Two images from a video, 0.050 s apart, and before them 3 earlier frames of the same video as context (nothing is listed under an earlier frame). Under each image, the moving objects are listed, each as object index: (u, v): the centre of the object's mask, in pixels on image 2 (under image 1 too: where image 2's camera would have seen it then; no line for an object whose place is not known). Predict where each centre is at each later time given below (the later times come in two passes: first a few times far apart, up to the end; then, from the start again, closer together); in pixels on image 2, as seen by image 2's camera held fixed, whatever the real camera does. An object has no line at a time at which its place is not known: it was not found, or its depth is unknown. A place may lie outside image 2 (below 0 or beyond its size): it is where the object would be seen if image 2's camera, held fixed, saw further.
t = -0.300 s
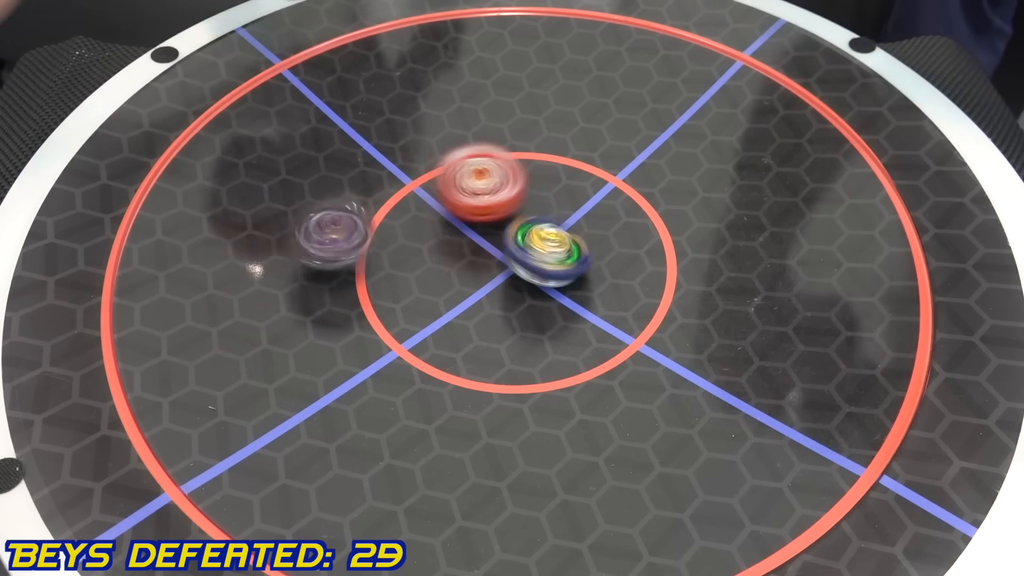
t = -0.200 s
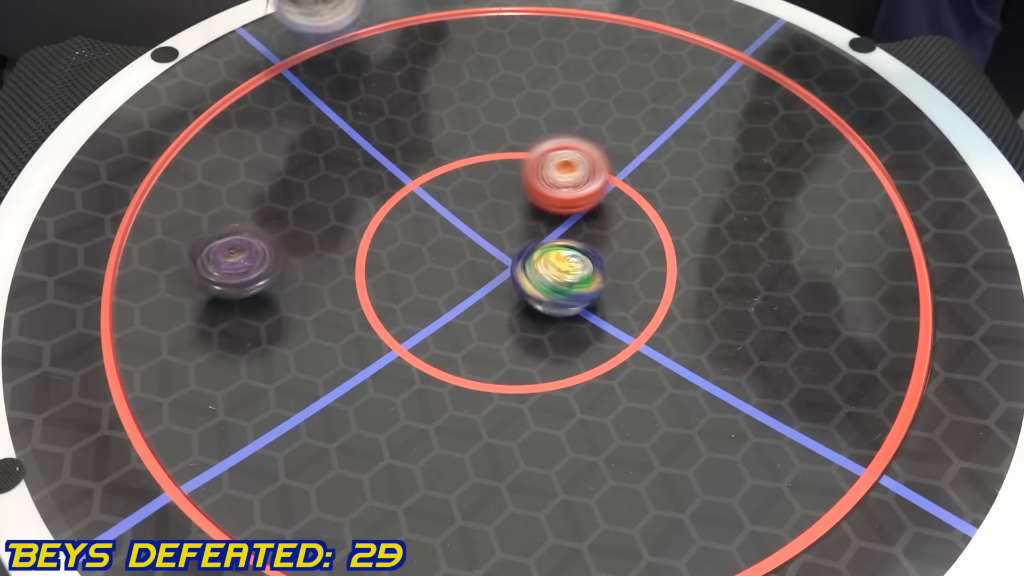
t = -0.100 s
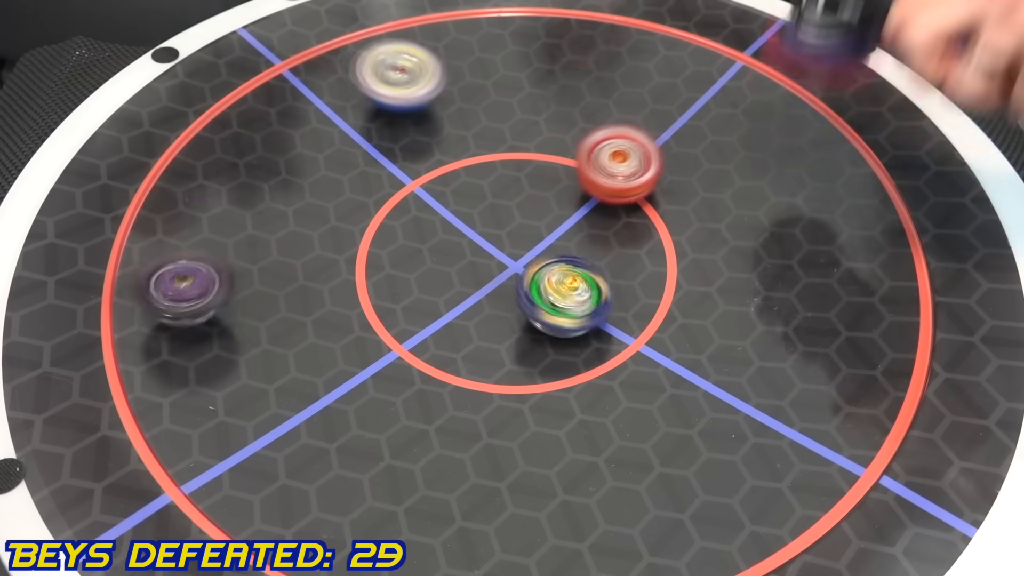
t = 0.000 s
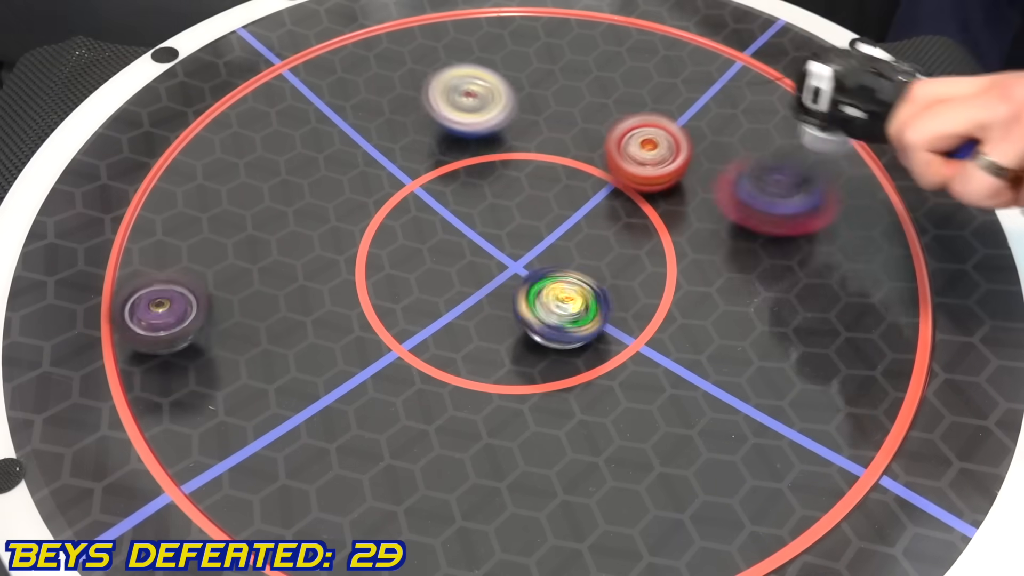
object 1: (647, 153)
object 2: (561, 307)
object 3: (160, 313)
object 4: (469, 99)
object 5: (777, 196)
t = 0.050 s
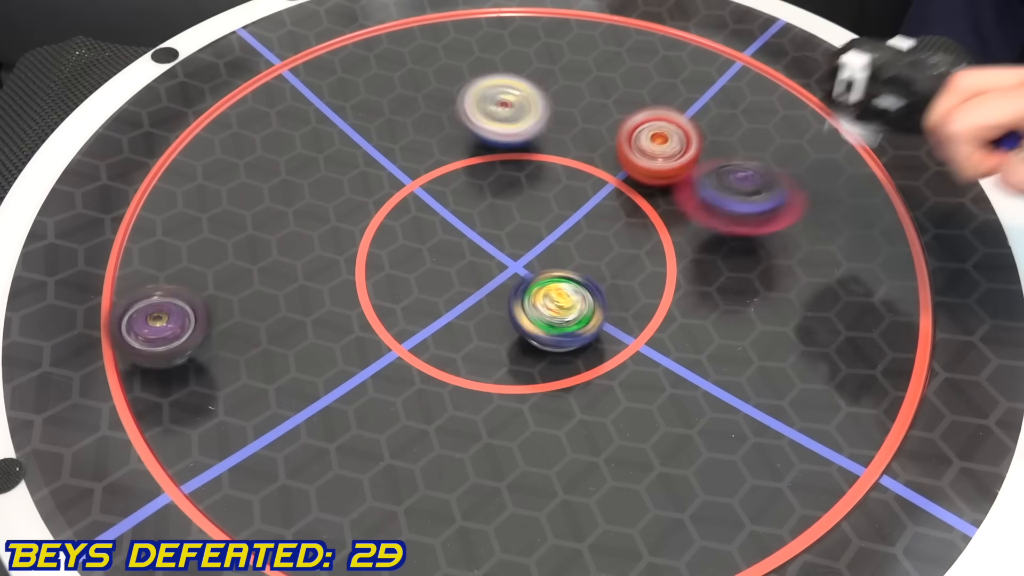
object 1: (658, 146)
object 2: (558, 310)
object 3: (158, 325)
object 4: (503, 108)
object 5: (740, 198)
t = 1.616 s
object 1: (739, 157)
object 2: (532, 208)
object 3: (541, 348)
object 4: (622, 282)
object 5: (438, 310)
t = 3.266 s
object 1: (452, 229)
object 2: (568, 245)
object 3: (500, 300)
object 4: (580, 383)
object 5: (558, 120)
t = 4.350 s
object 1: (401, 96)
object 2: (574, 314)
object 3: (401, 212)
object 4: (450, 299)
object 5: (562, 237)
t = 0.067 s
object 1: (661, 144)
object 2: (557, 311)
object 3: (159, 329)
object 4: (514, 111)
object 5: (725, 204)
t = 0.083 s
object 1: (663, 142)
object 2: (557, 312)
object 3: (160, 334)
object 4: (525, 113)
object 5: (713, 212)
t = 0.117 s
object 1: (667, 138)
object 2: (556, 312)
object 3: (165, 341)
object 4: (547, 117)
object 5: (677, 232)
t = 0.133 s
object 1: (669, 137)
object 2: (556, 313)
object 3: (171, 345)
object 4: (556, 118)
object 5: (659, 234)
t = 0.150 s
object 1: (670, 135)
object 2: (556, 312)
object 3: (173, 349)
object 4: (567, 119)
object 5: (641, 237)
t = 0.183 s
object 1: (674, 131)
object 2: (553, 312)
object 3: (186, 354)
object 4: (583, 120)
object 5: (601, 241)
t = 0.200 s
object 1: (684, 132)
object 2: (545, 315)
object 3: (195, 358)
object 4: (584, 117)
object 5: (588, 241)
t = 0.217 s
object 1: (696, 133)
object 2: (530, 315)
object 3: (203, 359)
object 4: (583, 114)
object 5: (578, 239)
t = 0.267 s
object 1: (728, 134)
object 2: (489, 314)
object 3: (229, 362)
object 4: (580, 103)
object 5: (549, 233)
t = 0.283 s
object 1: (736, 133)
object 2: (478, 312)
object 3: (240, 362)
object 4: (579, 99)
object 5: (537, 229)
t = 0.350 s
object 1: (764, 129)
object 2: (431, 299)
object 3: (288, 361)
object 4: (575, 84)
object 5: (480, 222)
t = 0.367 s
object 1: (769, 128)
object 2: (424, 296)
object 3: (299, 359)
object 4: (574, 80)
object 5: (464, 220)
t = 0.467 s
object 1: (797, 121)
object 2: (344, 280)
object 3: (364, 347)
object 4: (562, 58)
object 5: (394, 207)
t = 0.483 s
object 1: (800, 119)
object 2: (329, 281)
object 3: (373, 343)
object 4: (559, 55)
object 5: (385, 206)
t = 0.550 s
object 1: (812, 116)
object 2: (285, 278)
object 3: (413, 337)
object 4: (542, 46)
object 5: (345, 207)
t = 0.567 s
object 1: (815, 115)
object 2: (275, 278)
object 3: (422, 335)
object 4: (539, 45)
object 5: (333, 207)
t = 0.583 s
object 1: (816, 115)
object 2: (260, 276)
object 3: (433, 334)
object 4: (534, 43)
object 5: (328, 209)
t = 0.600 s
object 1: (817, 114)
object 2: (248, 275)
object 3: (440, 332)
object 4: (530, 43)
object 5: (324, 211)
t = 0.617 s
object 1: (817, 114)
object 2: (233, 274)
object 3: (449, 329)
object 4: (526, 42)
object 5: (320, 214)
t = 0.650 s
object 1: (816, 114)
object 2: (209, 269)
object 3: (468, 324)
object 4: (517, 42)
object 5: (313, 219)
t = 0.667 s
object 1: (814, 114)
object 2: (197, 267)
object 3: (479, 323)
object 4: (514, 43)
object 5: (309, 222)
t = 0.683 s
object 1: (812, 114)
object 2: (187, 263)
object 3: (485, 319)
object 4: (510, 43)
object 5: (305, 225)
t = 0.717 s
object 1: (807, 115)
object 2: (170, 255)
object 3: (502, 314)
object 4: (505, 46)
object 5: (297, 231)
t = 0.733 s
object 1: (804, 116)
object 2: (163, 251)
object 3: (510, 312)
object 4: (504, 48)
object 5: (293, 234)
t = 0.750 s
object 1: (801, 116)
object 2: (158, 248)
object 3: (519, 309)
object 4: (503, 51)
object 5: (289, 237)
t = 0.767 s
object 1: (797, 117)
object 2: (152, 244)
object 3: (527, 305)
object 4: (502, 54)
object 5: (286, 240)
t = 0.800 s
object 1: (789, 118)
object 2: (144, 236)
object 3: (540, 300)
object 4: (501, 61)
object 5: (280, 246)
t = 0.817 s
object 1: (785, 119)
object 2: (142, 231)
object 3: (547, 298)
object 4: (502, 65)
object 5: (277, 249)
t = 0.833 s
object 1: (781, 121)
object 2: (140, 227)
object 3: (555, 295)
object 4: (503, 69)
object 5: (274, 252)
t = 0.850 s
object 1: (776, 122)
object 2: (139, 224)
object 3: (561, 292)
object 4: (504, 74)
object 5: (272, 255)
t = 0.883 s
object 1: (768, 124)
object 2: (139, 217)
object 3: (575, 287)
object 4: (507, 84)
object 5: (269, 261)
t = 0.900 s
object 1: (764, 126)
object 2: (141, 213)
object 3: (581, 285)
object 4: (508, 89)
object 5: (268, 264)
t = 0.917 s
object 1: (760, 127)
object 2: (144, 210)
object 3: (586, 282)
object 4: (510, 94)
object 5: (266, 268)
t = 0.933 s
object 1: (756, 129)
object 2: (148, 206)
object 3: (590, 280)
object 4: (513, 99)
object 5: (265, 270)
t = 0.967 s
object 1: (747, 132)
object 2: (156, 199)
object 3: (601, 274)
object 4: (519, 109)
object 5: (264, 276)
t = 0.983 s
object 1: (744, 134)
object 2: (160, 195)
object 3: (606, 272)
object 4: (522, 114)
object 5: (264, 279)
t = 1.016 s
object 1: (737, 139)
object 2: (170, 188)
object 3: (616, 268)
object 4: (528, 125)
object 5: (265, 285)
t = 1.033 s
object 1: (733, 142)
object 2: (175, 185)
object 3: (619, 266)
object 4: (532, 130)
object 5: (266, 287)
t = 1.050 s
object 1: (730, 145)
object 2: (183, 181)
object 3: (625, 264)
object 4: (535, 136)
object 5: (268, 290)
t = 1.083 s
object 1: (724, 151)
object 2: (199, 174)
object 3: (633, 261)
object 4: (540, 147)
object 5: (272, 295)
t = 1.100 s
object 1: (721, 155)
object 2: (209, 171)
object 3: (639, 259)
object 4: (542, 151)
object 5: (274, 297)
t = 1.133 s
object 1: (716, 164)
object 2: (228, 167)
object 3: (647, 256)
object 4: (548, 163)
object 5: (280, 302)
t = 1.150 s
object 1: (714, 169)
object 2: (239, 164)
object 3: (653, 255)
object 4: (551, 168)
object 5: (282, 304)
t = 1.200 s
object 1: (708, 184)
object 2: (277, 161)
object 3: (665, 250)
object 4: (559, 182)
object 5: (292, 309)
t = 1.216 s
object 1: (707, 188)
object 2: (291, 160)
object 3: (670, 249)
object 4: (562, 186)
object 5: (295, 310)
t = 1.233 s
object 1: (706, 190)
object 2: (304, 160)
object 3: (668, 253)
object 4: (565, 190)
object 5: (298, 312)
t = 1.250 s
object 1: (710, 189)
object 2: (319, 160)
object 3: (663, 263)
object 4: (569, 194)
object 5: (302, 314)
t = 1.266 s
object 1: (713, 186)
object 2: (333, 161)
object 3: (654, 272)
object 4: (572, 197)
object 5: (305, 315)
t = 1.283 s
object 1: (715, 184)
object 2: (349, 162)
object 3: (642, 283)
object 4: (577, 201)
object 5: (308, 316)
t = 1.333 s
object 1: (720, 178)
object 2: (394, 168)
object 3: (620, 303)
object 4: (590, 206)
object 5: (325, 317)
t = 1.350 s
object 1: (721, 177)
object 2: (410, 170)
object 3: (613, 309)
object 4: (594, 207)
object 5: (330, 318)
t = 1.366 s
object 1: (721, 176)
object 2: (425, 174)
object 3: (608, 315)
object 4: (599, 209)
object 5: (336, 318)
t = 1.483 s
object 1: (706, 175)
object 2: (533, 205)
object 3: (573, 341)
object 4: (625, 213)
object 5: (377, 315)
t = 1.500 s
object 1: (708, 174)
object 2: (535, 204)
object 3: (567, 343)
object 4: (632, 218)
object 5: (384, 314)
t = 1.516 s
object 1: (715, 171)
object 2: (532, 204)
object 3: (563, 345)
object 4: (633, 227)
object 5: (391, 314)
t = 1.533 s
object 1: (722, 168)
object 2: (533, 204)
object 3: (559, 347)
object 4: (632, 238)
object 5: (398, 314)
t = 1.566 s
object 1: (733, 163)
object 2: (533, 205)
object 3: (551, 350)
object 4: (631, 258)
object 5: (414, 313)
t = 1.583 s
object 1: (736, 161)
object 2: (532, 206)
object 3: (548, 349)
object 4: (628, 266)
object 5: (423, 312)
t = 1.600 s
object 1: (738, 159)
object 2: (533, 207)
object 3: (545, 349)
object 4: (625, 276)
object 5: (433, 310)
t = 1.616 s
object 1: (739, 157)
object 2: (532, 208)
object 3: (541, 348)
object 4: (622, 282)
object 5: (438, 310)
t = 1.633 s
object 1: (740, 155)
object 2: (532, 209)
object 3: (537, 349)
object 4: (617, 289)
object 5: (443, 309)
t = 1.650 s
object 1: (739, 153)
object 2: (532, 211)
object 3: (524, 357)
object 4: (617, 293)
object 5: (452, 305)
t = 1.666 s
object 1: (737, 151)
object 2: (532, 212)
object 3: (512, 372)
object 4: (622, 295)
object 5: (459, 299)
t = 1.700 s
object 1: (732, 149)
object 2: (531, 214)
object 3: (494, 403)
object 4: (630, 300)
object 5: (473, 288)
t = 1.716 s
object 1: (729, 147)
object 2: (532, 215)
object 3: (483, 415)
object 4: (635, 303)
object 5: (481, 281)
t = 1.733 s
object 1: (726, 146)
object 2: (535, 214)
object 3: (471, 425)
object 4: (639, 304)
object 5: (486, 276)
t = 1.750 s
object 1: (722, 145)
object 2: (543, 213)
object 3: (461, 433)
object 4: (643, 306)
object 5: (486, 273)
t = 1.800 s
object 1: (710, 143)
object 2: (576, 210)
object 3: (435, 455)
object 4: (652, 306)
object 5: (479, 262)
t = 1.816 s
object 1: (706, 142)
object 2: (587, 209)
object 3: (426, 459)
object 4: (656, 307)
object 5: (477, 257)
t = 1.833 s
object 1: (701, 141)
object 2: (596, 208)
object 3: (419, 463)
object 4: (659, 308)
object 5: (477, 253)
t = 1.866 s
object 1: (693, 141)
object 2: (615, 209)
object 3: (407, 464)
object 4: (667, 310)
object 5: (478, 245)
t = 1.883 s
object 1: (688, 141)
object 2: (623, 209)
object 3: (402, 463)
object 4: (671, 311)
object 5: (481, 240)
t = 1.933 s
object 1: (677, 143)
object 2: (645, 213)
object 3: (389, 461)
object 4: (682, 314)
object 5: (486, 229)
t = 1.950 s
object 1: (674, 143)
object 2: (651, 214)
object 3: (385, 459)
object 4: (686, 315)
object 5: (488, 226)
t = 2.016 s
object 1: (662, 148)
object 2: (668, 219)
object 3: (373, 448)
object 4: (702, 319)
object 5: (496, 214)
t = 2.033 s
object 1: (659, 148)
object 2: (670, 220)
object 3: (371, 445)
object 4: (707, 319)
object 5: (498, 212)
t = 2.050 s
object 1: (657, 149)
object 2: (674, 222)
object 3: (369, 441)
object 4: (712, 319)
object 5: (499, 208)
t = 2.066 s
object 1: (654, 150)
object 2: (676, 224)
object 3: (368, 437)
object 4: (716, 319)
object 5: (500, 205)
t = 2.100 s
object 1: (650, 153)
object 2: (680, 226)
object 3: (366, 428)
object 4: (722, 318)
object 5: (502, 200)
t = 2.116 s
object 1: (648, 155)
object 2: (682, 227)
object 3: (367, 424)
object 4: (724, 316)
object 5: (504, 198)
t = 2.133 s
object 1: (645, 157)
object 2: (683, 228)
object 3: (367, 418)
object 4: (725, 315)
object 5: (506, 195)
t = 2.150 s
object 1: (641, 159)
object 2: (684, 229)
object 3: (367, 413)
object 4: (726, 313)
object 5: (508, 192)
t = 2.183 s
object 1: (632, 164)
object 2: (685, 231)
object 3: (369, 404)
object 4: (725, 308)
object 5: (510, 186)
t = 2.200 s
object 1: (628, 166)
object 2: (685, 232)
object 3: (372, 399)
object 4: (725, 307)
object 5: (511, 183)
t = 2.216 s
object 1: (623, 170)
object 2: (686, 232)
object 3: (373, 393)
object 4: (724, 305)
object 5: (512, 181)
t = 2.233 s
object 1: (617, 173)
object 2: (686, 232)
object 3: (376, 389)
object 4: (722, 303)
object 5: (512, 178)
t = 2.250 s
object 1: (612, 176)
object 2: (686, 231)
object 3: (379, 385)
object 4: (720, 301)
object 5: (513, 175)
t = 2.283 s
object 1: (601, 182)
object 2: (686, 231)
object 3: (385, 377)
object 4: (713, 298)
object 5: (512, 168)
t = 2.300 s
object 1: (598, 187)
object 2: (687, 231)
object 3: (388, 372)
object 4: (709, 297)
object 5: (509, 164)
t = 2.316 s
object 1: (596, 193)
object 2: (688, 231)
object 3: (392, 369)
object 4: (704, 298)
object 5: (508, 160)
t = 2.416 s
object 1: (578, 223)
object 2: (695, 231)
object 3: (419, 349)
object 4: (673, 304)
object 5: (504, 143)
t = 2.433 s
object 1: (575, 227)
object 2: (695, 231)
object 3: (423, 345)
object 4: (668, 305)
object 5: (503, 141)
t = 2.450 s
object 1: (573, 231)
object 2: (695, 232)
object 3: (429, 343)
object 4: (662, 306)
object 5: (503, 139)
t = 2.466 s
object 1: (571, 236)
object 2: (695, 233)
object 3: (432, 341)
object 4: (656, 307)
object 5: (503, 138)
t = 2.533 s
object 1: (563, 253)
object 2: (695, 234)
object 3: (455, 332)
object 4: (636, 311)
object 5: (505, 130)
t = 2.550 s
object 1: (561, 257)
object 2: (694, 234)
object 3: (460, 330)
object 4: (631, 312)
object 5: (506, 128)
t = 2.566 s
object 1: (558, 258)
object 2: (693, 234)
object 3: (465, 329)
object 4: (626, 315)
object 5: (507, 127)
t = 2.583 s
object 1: (555, 259)
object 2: (692, 235)
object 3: (469, 328)
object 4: (624, 318)
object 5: (507, 125)
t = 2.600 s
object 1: (551, 260)
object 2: (691, 235)
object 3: (476, 325)
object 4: (623, 322)
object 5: (508, 124)
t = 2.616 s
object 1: (548, 261)
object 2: (688, 236)
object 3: (481, 325)
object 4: (621, 326)
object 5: (509, 122)
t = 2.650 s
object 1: (543, 261)
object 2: (684, 236)
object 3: (491, 322)
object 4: (618, 333)
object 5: (511, 119)
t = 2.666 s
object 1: (541, 262)
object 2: (682, 236)
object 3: (491, 323)
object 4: (616, 336)
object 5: (512, 118)
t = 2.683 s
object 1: (541, 261)
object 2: (680, 236)
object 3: (490, 324)
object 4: (614, 339)
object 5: (513, 118)
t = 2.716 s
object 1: (541, 258)
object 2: (676, 237)
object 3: (487, 327)
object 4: (612, 346)
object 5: (515, 115)
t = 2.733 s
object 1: (542, 258)
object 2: (672, 237)
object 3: (487, 329)
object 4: (611, 349)
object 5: (517, 115)
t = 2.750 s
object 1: (542, 256)
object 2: (669, 238)
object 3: (488, 330)
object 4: (609, 353)
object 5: (518, 114)
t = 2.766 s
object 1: (542, 255)
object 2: (667, 238)
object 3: (490, 330)
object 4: (608, 356)
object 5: (520, 113)
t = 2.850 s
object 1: (540, 251)
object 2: (651, 240)
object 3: (497, 331)
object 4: (604, 371)
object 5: (527, 109)
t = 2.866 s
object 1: (538, 251)
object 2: (647, 240)
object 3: (497, 333)
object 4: (603, 374)
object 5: (528, 109)
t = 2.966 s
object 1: (519, 253)
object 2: (622, 244)
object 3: (502, 334)
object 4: (596, 388)
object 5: (536, 108)
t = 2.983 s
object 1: (516, 254)
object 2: (617, 243)
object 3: (504, 332)
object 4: (595, 390)
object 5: (538, 108)
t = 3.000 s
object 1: (512, 254)
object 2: (612, 244)
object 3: (504, 331)
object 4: (594, 391)
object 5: (539, 108)
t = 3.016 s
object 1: (509, 255)
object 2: (608, 245)
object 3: (505, 332)
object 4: (592, 392)
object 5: (541, 108)
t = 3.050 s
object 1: (503, 255)
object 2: (599, 245)
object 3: (505, 328)
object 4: (589, 393)
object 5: (543, 109)
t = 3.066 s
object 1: (500, 255)
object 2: (593, 245)
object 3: (508, 328)
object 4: (587, 393)
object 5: (545, 109)
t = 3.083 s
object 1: (495, 254)
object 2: (589, 245)
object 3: (509, 326)
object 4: (585, 392)
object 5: (546, 110)
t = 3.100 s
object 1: (490, 253)
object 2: (586, 246)
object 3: (510, 326)
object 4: (583, 391)
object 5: (547, 110)
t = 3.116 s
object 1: (486, 251)
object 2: (584, 246)
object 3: (511, 327)
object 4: (581, 389)
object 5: (548, 111)
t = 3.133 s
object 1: (482, 248)
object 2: (580, 246)
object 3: (511, 326)
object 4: (579, 387)
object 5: (550, 112)
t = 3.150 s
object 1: (480, 246)
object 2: (578, 245)
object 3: (511, 325)
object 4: (577, 385)
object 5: (551, 113)
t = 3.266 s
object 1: (452, 229)
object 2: (568, 245)
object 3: (500, 300)
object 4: (580, 383)
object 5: (558, 120)
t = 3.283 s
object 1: (447, 227)
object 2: (568, 245)
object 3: (499, 296)
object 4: (580, 382)
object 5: (559, 121)
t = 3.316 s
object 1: (442, 223)
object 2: (566, 245)
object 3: (498, 289)
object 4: (580, 382)
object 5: (560, 123)
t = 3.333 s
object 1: (440, 221)
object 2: (564, 245)
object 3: (497, 287)
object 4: (579, 381)
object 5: (561, 125)
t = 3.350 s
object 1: (438, 220)
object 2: (568, 242)
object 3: (487, 290)
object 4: (577, 380)
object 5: (561, 127)
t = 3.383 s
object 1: (437, 216)
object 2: (578, 233)
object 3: (457, 293)
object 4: (572, 376)
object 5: (562, 130)
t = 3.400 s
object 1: (437, 216)
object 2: (582, 230)
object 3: (446, 289)
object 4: (570, 374)
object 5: (562, 132)
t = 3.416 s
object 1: (438, 215)
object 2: (584, 227)
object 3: (431, 294)
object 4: (566, 371)
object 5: (562, 135)
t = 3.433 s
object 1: (439, 214)
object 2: (586, 224)
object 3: (423, 290)
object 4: (563, 368)
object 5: (562, 137)
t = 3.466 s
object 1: (441, 214)
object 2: (589, 220)
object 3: (405, 289)
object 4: (557, 360)
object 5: (562, 141)
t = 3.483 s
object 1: (443, 213)
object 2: (589, 219)
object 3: (398, 288)
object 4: (554, 355)
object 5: (562, 144)
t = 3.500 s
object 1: (445, 213)
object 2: (589, 217)
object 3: (391, 287)
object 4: (552, 351)
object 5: (561, 145)
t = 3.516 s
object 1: (447, 213)
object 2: (589, 215)
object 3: (385, 285)
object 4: (550, 346)
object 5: (561, 147)
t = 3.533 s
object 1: (450, 214)
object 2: (589, 215)
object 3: (382, 281)
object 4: (548, 342)
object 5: (560, 148)
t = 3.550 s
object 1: (452, 214)
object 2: (588, 215)
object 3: (379, 281)
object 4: (546, 337)
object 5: (560, 149)
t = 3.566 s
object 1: (454, 214)
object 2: (586, 217)
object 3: (379, 278)
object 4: (544, 333)
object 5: (560, 148)
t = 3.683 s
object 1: (471, 217)
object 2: (572, 224)
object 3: (395, 263)
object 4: (527, 301)
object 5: (556, 153)
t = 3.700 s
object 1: (473, 218)
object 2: (569, 225)
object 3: (398, 261)
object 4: (523, 297)
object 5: (556, 154)
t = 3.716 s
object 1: (477, 217)
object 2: (570, 227)
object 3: (399, 255)
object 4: (519, 293)
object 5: (555, 155)
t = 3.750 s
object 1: (483, 207)
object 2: (584, 233)
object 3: (373, 254)
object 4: (512, 284)
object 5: (554, 159)
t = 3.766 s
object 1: (485, 202)
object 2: (590, 237)
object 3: (362, 250)
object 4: (508, 279)
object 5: (555, 160)
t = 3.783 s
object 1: (483, 197)
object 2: (595, 240)
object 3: (355, 249)
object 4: (505, 276)
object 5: (557, 162)
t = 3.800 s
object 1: (477, 193)
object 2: (601, 243)
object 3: (346, 248)
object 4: (502, 272)
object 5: (561, 164)
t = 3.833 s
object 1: (462, 184)
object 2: (607, 249)
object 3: (335, 242)
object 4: (493, 266)
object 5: (569, 167)
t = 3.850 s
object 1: (456, 182)
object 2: (607, 250)
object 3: (332, 239)
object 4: (488, 263)
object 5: (572, 168)
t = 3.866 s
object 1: (449, 178)
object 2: (607, 253)
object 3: (331, 237)
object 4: (483, 260)
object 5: (575, 171)
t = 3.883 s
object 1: (442, 176)
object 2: (607, 255)
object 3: (330, 236)
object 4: (476, 258)
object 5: (576, 173)
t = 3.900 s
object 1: (435, 173)
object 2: (606, 257)
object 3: (329, 235)
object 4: (470, 255)
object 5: (578, 176)
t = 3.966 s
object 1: (411, 162)
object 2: (602, 265)
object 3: (339, 225)
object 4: (445, 249)
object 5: (579, 184)
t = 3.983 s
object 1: (406, 160)
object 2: (601, 267)
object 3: (342, 222)
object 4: (439, 248)
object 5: (579, 187)
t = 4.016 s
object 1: (398, 156)
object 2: (599, 272)
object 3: (352, 214)
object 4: (429, 248)
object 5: (578, 192)
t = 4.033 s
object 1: (396, 153)
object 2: (598, 274)
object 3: (352, 214)
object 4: (425, 249)
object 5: (578, 195)
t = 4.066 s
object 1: (396, 144)
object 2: (596, 279)
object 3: (346, 218)
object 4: (417, 251)
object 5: (577, 200)
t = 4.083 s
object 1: (396, 140)
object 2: (594, 281)
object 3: (344, 219)
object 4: (413, 253)
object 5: (577, 202)
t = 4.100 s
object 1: (396, 137)
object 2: (592, 283)
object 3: (351, 214)
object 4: (411, 256)
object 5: (576, 205)
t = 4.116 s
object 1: (396, 133)
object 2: (591, 285)
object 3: (355, 208)
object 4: (410, 261)
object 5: (576, 208)
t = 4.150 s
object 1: (395, 127)
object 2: (587, 289)
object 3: (357, 204)
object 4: (408, 270)
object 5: (574, 213)
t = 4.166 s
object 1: (395, 124)
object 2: (585, 290)
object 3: (363, 201)
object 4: (409, 274)
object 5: (574, 215)
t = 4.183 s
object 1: (394, 121)
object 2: (582, 292)
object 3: (365, 200)
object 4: (411, 278)
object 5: (573, 217)
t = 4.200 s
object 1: (394, 119)
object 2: (581, 294)
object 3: (368, 203)
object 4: (414, 283)
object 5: (571, 220)
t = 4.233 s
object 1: (394, 114)
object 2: (575, 298)
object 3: (373, 201)
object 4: (421, 290)
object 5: (570, 224)
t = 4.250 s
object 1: (395, 111)
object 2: (572, 300)
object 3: (375, 203)
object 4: (426, 293)
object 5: (569, 226)
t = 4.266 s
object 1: (395, 108)
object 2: (570, 302)
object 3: (378, 204)
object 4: (434, 297)
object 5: (568, 228)
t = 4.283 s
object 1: (396, 105)
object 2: (566, 305)
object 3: (381, 207)
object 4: (441, 299)
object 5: (567, 230)
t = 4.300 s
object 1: (397, 103)
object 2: (562, 307)
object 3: (386, 210)
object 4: (449, 301)
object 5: (566, 232)
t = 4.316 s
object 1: (398, 100)
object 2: (561, 310)
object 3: (391, 211)
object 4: (456, 302)
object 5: (565, 234)
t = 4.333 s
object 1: (399, 98)
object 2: (567, 312)
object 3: (396, 212)
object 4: (454, 300)
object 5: (564, 236)
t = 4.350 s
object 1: (401, 96)
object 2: (574, 314)
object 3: (401, 212)
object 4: (450, 299)
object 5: (562, 237)
